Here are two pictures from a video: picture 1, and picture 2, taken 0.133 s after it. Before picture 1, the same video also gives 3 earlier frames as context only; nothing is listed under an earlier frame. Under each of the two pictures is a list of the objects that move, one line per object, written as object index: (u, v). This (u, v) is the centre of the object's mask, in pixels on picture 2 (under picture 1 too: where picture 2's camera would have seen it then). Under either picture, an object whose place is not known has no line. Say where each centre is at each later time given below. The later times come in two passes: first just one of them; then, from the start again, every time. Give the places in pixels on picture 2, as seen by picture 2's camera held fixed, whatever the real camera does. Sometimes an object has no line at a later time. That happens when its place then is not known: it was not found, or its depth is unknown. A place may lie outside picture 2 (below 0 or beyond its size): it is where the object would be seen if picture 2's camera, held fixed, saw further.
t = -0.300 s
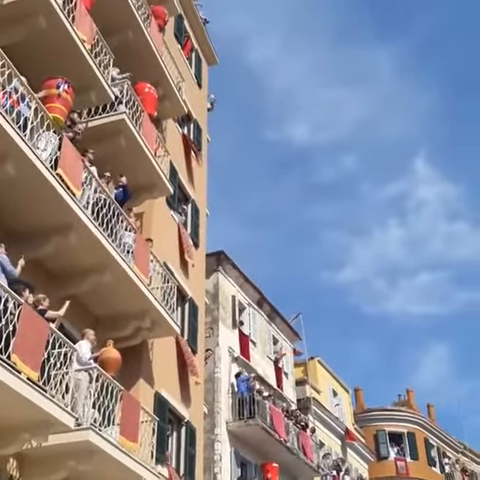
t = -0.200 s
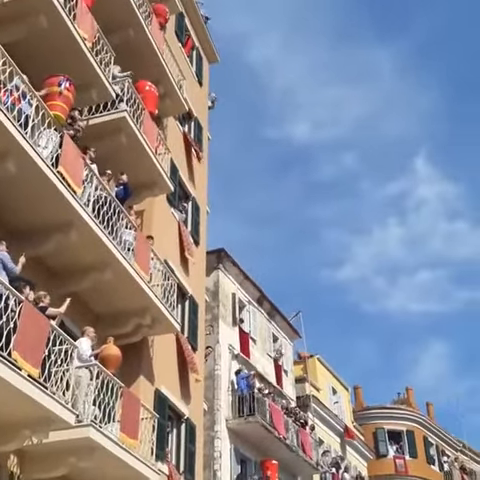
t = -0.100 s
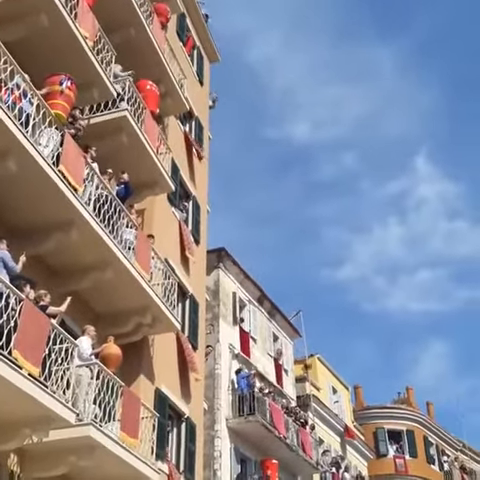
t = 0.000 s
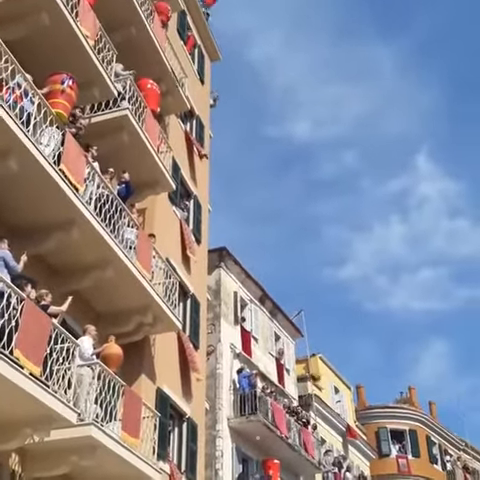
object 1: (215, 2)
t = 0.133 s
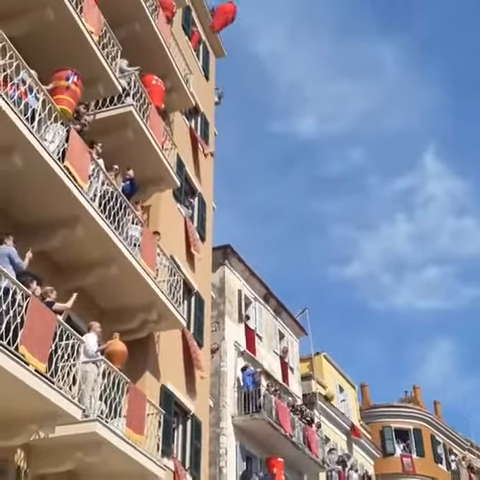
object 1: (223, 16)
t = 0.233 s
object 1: (228, 39)
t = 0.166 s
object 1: (225, 22)
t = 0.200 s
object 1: (227, 30)
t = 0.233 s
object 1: (228, 39)
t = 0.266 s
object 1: (228, 50)
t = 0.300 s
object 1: (229, 57)
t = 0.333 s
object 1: (232, 69)
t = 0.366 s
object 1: (232, 81)
